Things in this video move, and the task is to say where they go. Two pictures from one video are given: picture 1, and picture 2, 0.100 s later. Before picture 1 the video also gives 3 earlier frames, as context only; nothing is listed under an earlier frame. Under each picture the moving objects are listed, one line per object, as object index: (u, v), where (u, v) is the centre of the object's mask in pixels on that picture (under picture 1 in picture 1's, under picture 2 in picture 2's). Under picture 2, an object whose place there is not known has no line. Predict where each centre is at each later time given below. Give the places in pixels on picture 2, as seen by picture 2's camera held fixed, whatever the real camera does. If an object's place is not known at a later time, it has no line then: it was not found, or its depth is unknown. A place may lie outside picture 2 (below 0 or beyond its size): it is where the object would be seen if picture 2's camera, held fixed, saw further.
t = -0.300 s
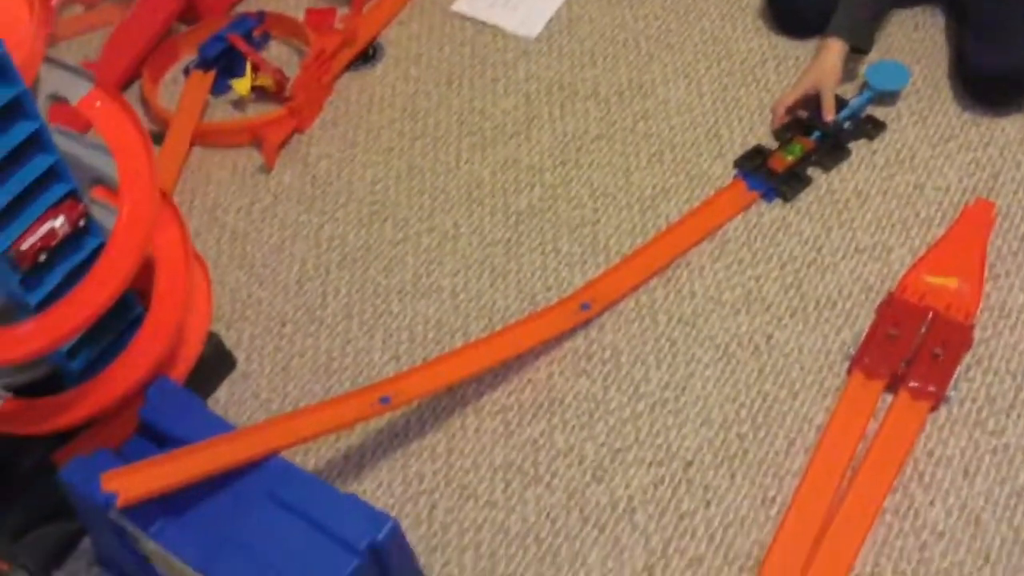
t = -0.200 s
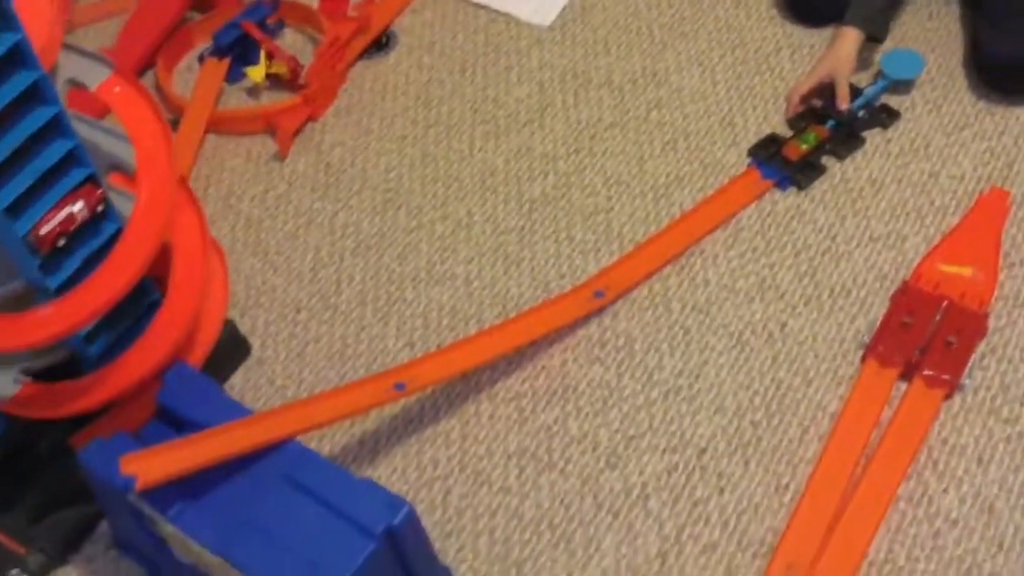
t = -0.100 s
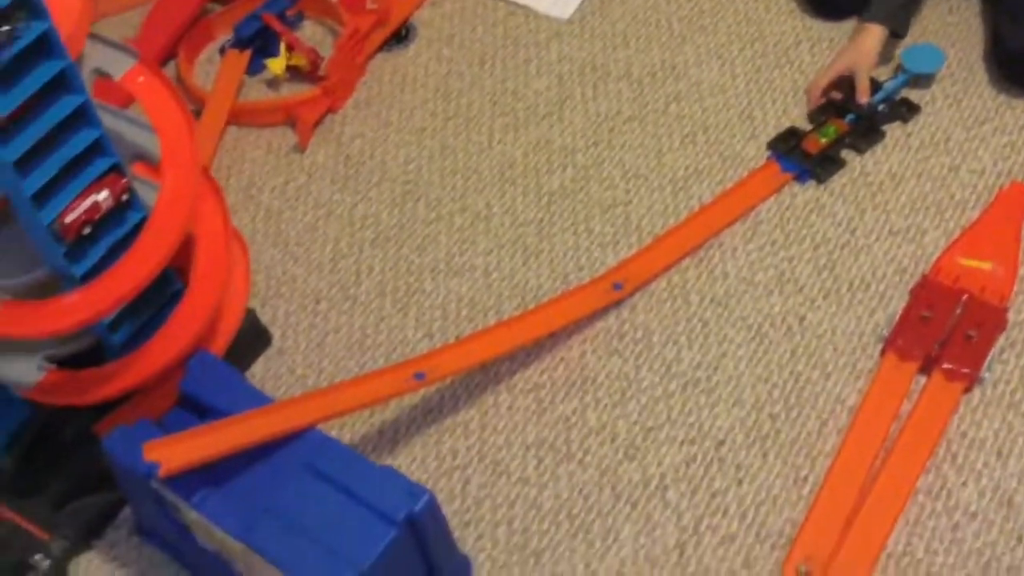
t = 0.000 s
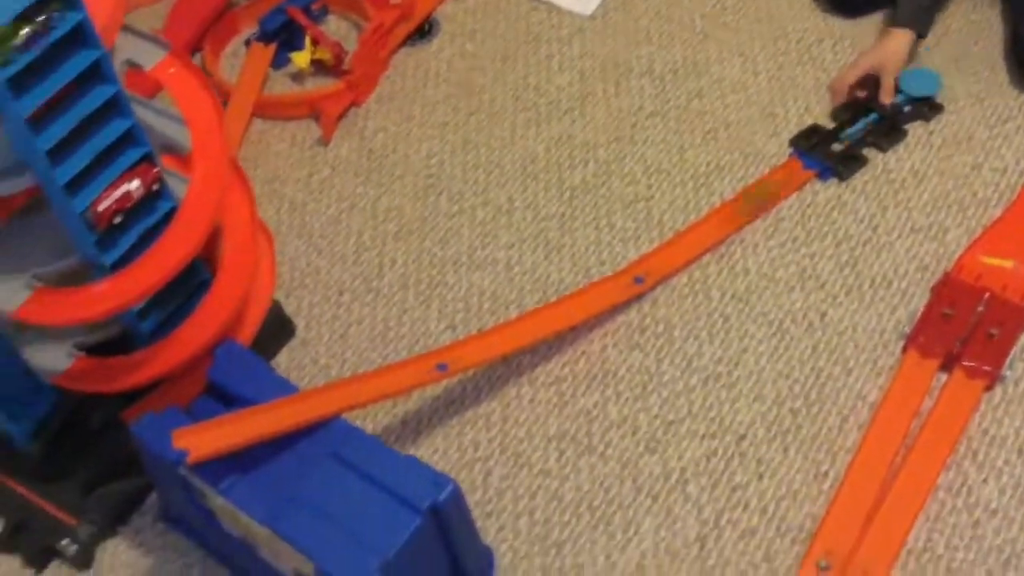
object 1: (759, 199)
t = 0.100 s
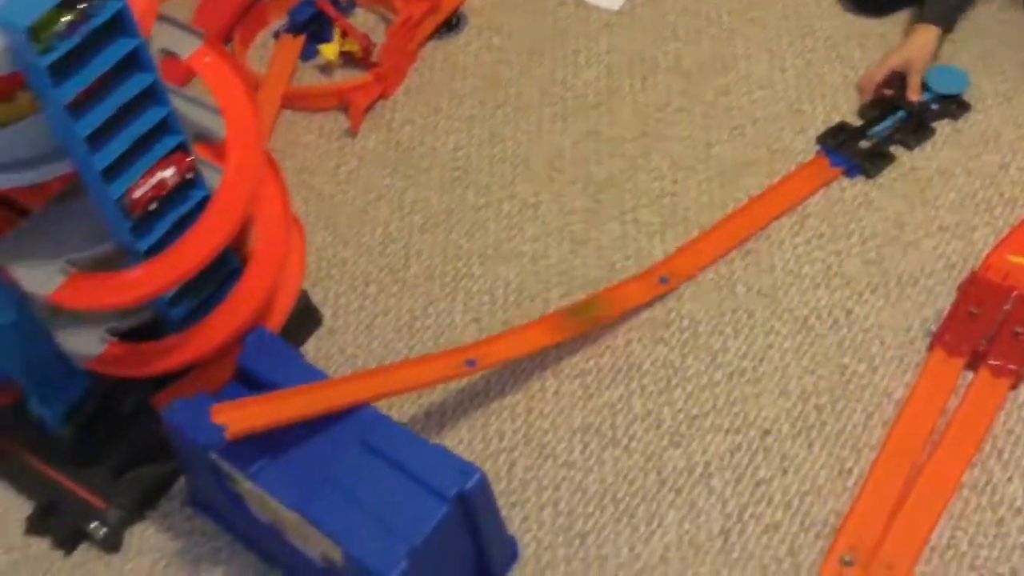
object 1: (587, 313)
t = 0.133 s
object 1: (526, 335)
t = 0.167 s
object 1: (452, 360)
